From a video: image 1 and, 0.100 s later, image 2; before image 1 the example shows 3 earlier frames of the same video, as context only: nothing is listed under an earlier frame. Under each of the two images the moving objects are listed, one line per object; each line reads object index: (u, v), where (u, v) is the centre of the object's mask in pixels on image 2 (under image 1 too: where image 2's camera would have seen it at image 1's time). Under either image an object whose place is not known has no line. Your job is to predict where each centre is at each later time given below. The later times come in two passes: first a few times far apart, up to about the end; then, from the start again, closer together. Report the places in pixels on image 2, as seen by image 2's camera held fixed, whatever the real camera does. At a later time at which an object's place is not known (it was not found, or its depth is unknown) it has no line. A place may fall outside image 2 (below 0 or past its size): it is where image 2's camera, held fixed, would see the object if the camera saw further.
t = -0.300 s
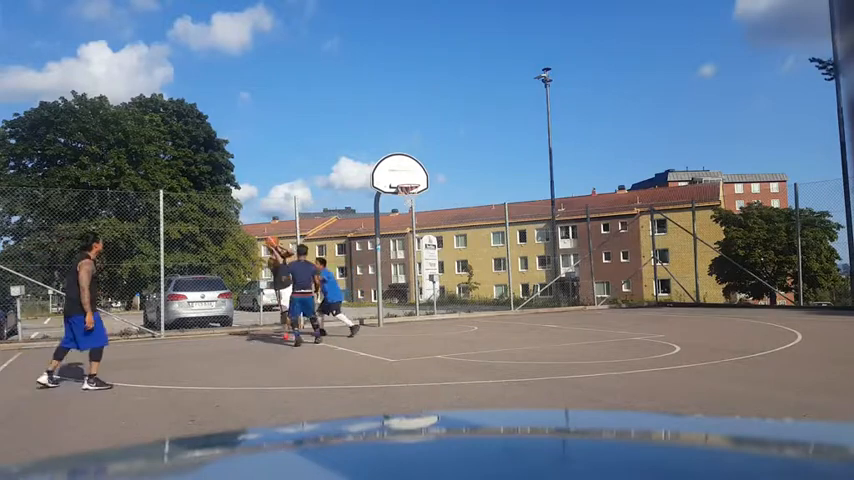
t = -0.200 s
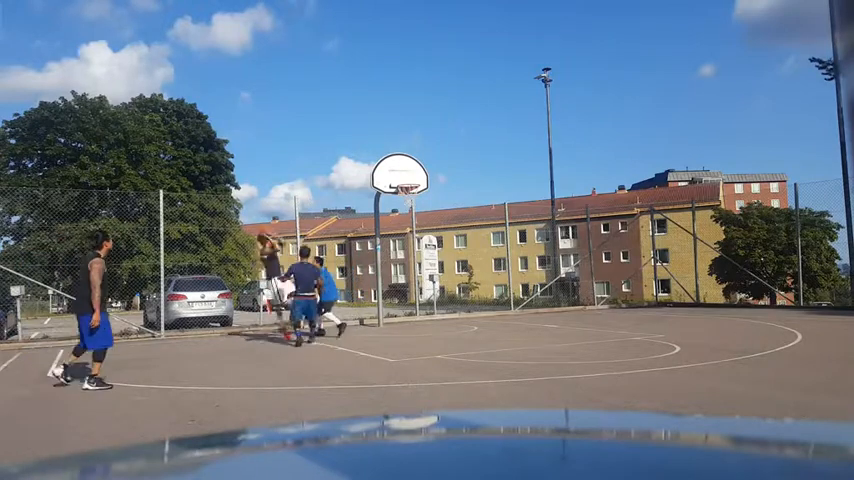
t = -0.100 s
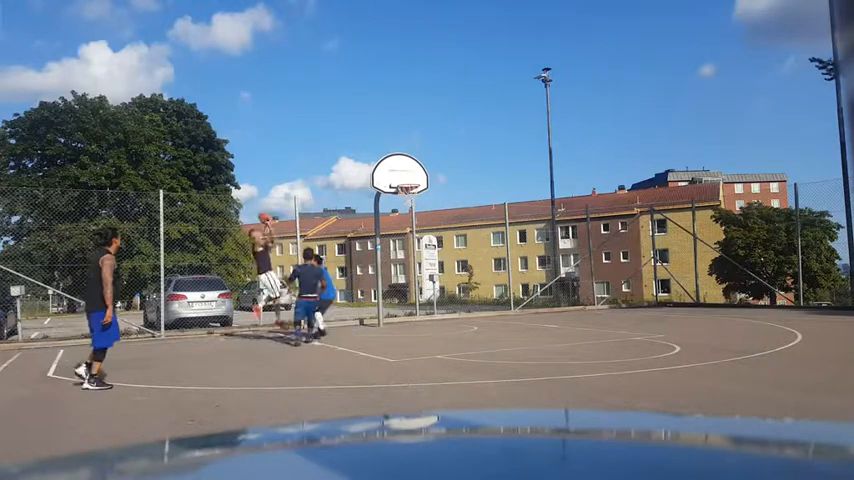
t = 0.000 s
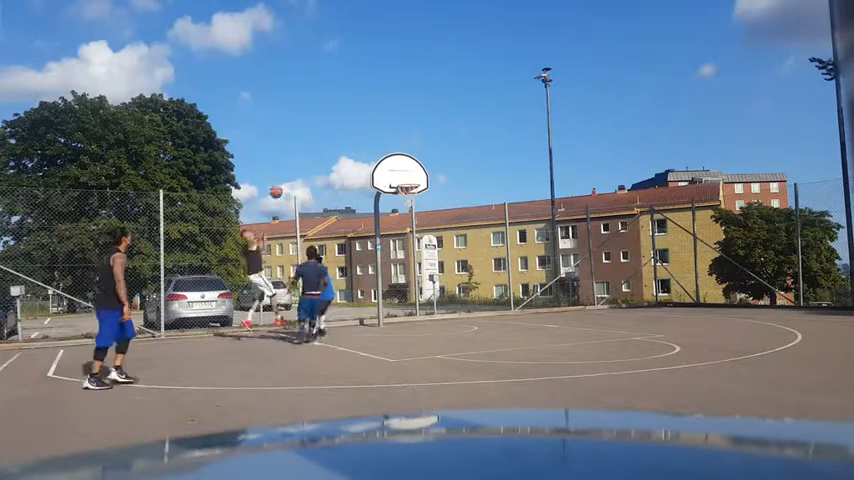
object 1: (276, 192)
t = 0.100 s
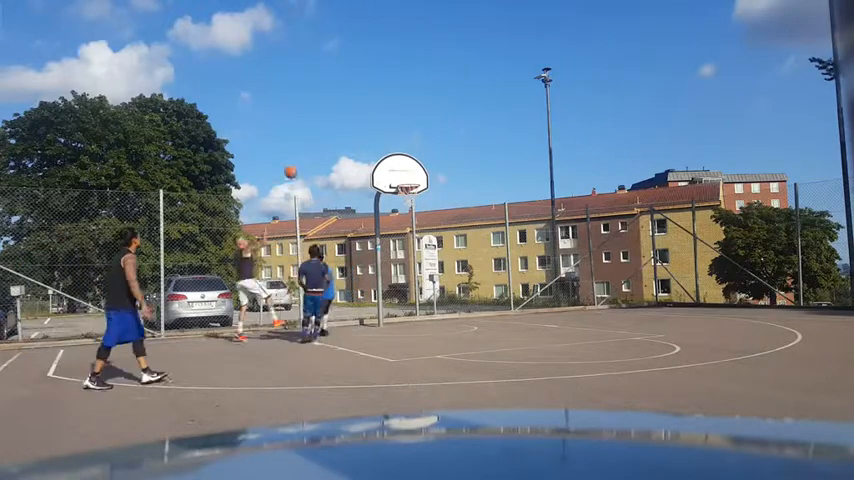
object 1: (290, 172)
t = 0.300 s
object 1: (320, 149)
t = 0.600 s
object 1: (359, 152)
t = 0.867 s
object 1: (395, 190)
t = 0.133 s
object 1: (295, 166)
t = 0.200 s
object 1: (304, 158)
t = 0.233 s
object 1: (309, 154)
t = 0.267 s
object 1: (314, 151)
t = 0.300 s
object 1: (320, 149)
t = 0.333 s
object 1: (323, 147)
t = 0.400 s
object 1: (332, 145)
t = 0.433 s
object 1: (337, 145)
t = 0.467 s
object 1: (341, 145)
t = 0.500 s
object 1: (345, 146)
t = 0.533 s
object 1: (350, 147)
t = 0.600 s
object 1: (359, 152)
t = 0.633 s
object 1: (363, 155)
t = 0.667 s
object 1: (367, 158)
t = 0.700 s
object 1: (371, 164)
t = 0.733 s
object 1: (376, 168)
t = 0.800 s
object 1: (385, 178)
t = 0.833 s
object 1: (390, 184)
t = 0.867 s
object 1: (395, 190)
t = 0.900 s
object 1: (397, 198)
